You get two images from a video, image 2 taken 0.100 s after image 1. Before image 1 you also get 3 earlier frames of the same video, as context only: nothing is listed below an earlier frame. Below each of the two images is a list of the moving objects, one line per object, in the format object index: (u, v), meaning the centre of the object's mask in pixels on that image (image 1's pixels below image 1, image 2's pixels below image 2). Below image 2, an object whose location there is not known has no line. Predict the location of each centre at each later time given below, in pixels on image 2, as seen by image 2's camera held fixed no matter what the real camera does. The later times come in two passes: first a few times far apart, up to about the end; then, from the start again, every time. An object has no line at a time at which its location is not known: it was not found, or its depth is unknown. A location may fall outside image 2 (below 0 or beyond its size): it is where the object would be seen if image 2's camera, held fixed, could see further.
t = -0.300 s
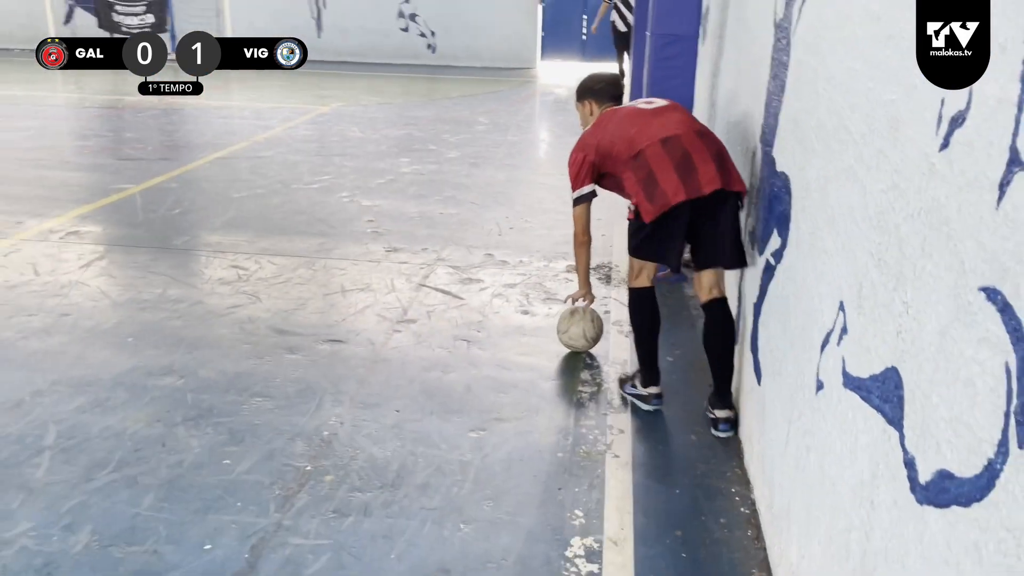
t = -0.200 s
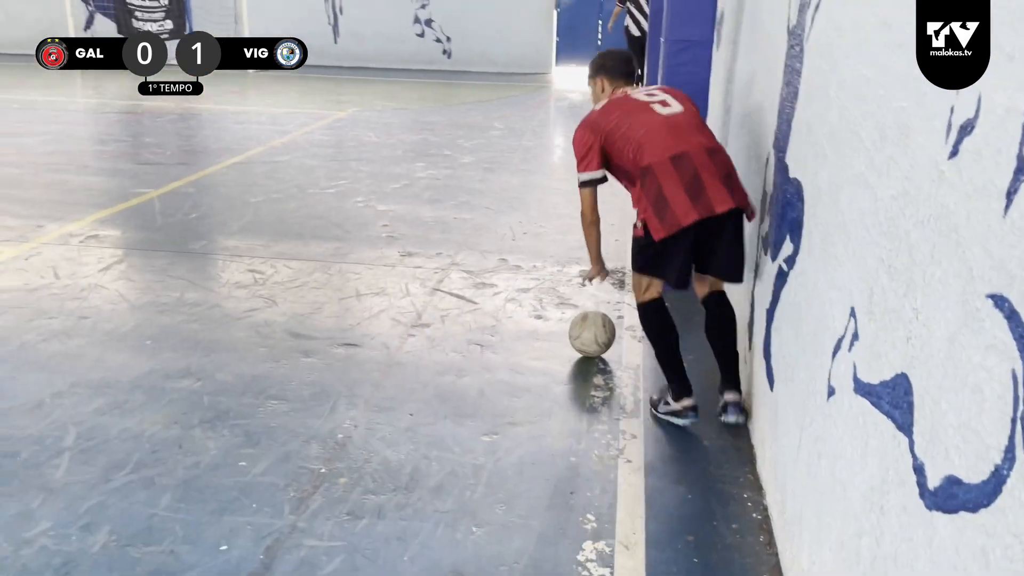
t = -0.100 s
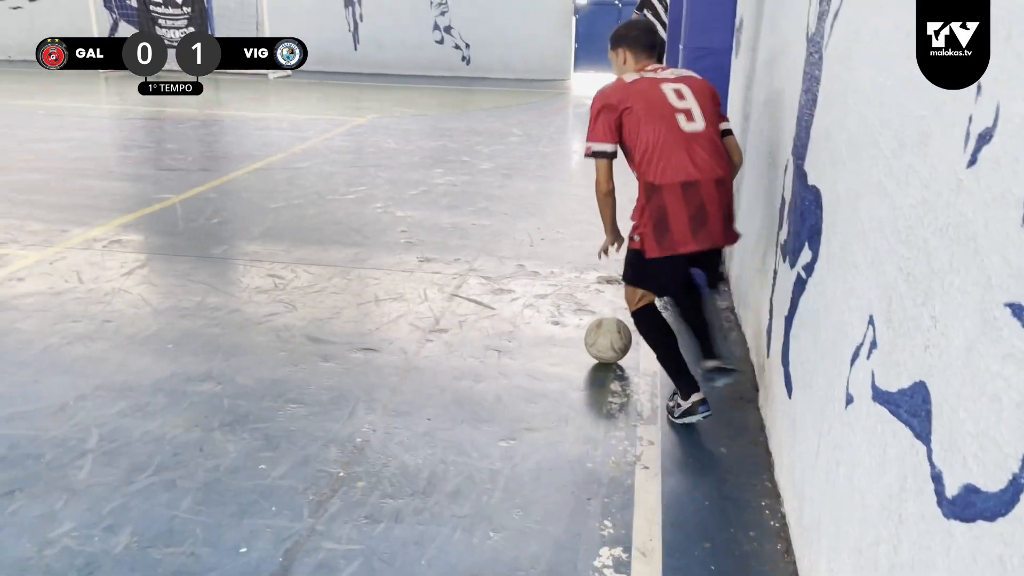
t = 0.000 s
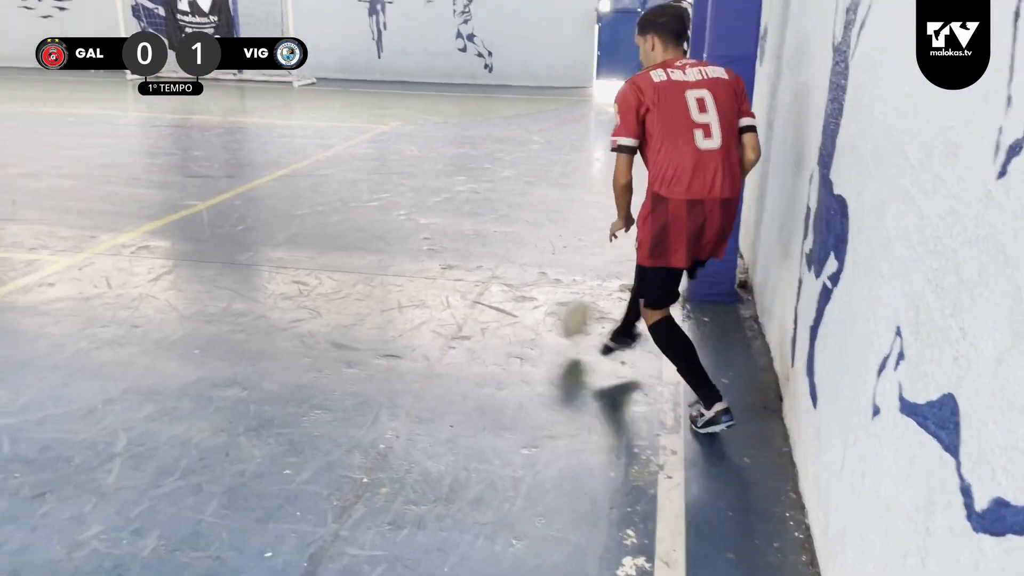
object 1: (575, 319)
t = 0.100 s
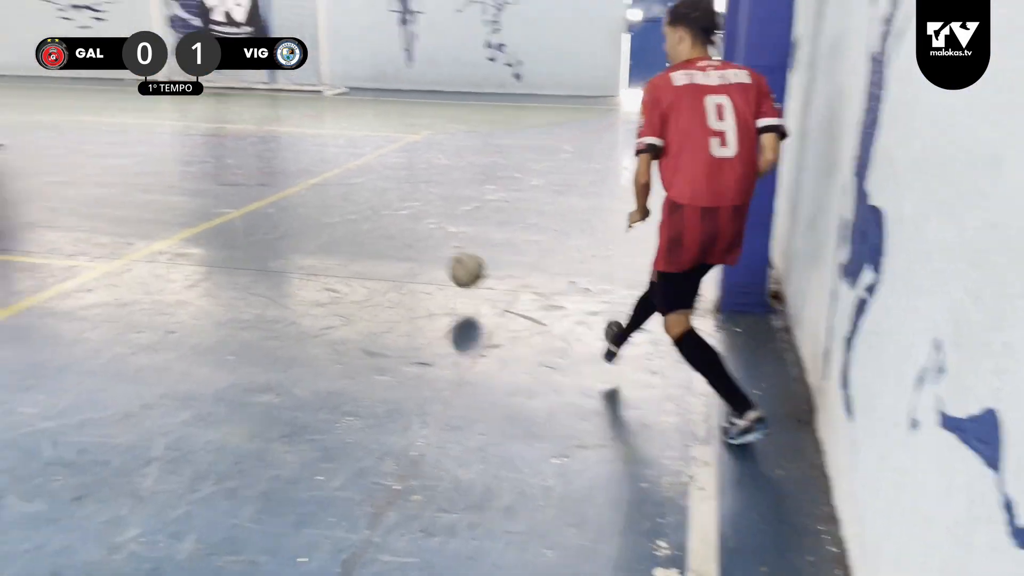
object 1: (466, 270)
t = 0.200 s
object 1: (367, 242)
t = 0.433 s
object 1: (226, 193)
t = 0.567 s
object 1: (177, 174)
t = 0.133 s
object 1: (429, 258)
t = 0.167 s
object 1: (396, 249)
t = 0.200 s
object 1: (367, 242)
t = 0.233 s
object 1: (340, 236)
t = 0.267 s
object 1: (317, 225)
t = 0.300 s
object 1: (296, 216)
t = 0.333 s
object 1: (276, 210)
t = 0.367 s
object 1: (257, 205)
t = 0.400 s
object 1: (241, 198)
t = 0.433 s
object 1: (226, 193)
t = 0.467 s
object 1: (213, 187)
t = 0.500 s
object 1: (199, 183)
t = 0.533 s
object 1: (188, 178)
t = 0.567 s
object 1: (177, 174)
